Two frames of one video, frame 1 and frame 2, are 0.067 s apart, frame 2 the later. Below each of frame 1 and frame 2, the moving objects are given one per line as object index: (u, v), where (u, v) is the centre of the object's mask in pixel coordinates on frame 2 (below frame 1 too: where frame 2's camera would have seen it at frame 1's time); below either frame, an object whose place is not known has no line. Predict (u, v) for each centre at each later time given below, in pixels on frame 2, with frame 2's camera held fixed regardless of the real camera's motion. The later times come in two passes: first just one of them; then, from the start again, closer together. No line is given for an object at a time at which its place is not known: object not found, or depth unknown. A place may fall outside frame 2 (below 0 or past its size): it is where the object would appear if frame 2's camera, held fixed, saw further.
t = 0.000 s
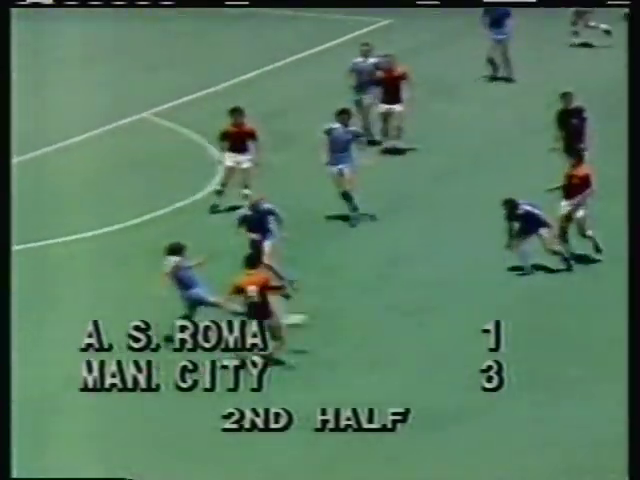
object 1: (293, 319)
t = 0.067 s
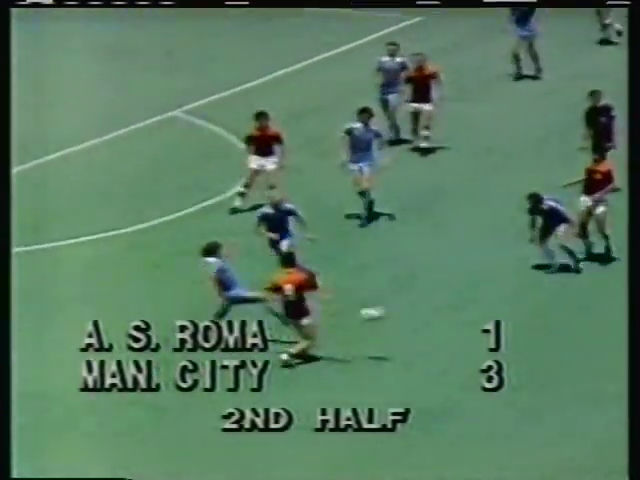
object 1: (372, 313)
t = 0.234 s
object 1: (516, 313)
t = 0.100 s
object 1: (404, 311)
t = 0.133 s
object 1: (437, 309)
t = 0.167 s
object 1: (465, 310)
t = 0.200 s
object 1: (493, 311)
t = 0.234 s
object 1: (516, 313)
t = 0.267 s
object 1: (538, 318)
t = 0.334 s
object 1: (565, 328)
